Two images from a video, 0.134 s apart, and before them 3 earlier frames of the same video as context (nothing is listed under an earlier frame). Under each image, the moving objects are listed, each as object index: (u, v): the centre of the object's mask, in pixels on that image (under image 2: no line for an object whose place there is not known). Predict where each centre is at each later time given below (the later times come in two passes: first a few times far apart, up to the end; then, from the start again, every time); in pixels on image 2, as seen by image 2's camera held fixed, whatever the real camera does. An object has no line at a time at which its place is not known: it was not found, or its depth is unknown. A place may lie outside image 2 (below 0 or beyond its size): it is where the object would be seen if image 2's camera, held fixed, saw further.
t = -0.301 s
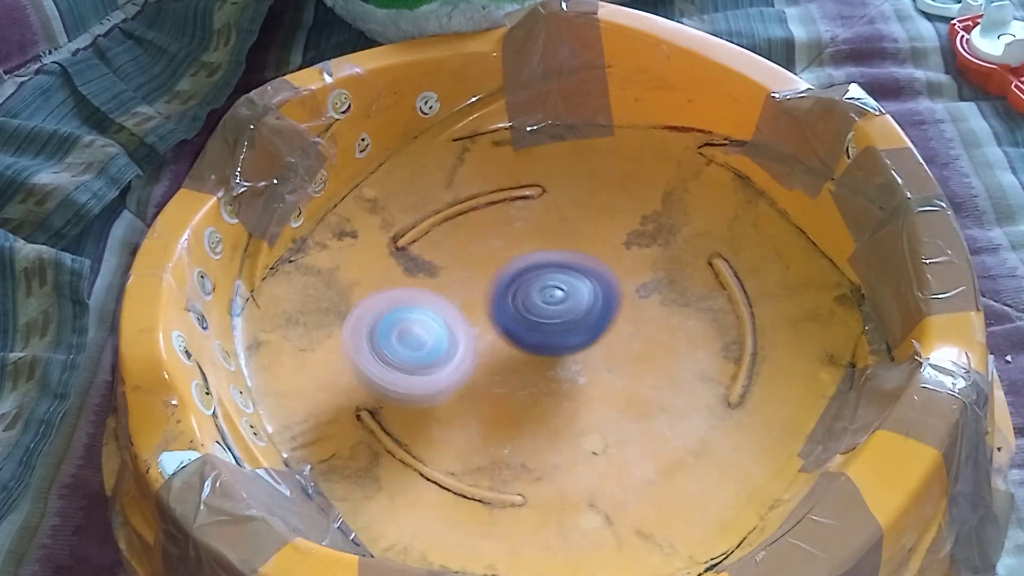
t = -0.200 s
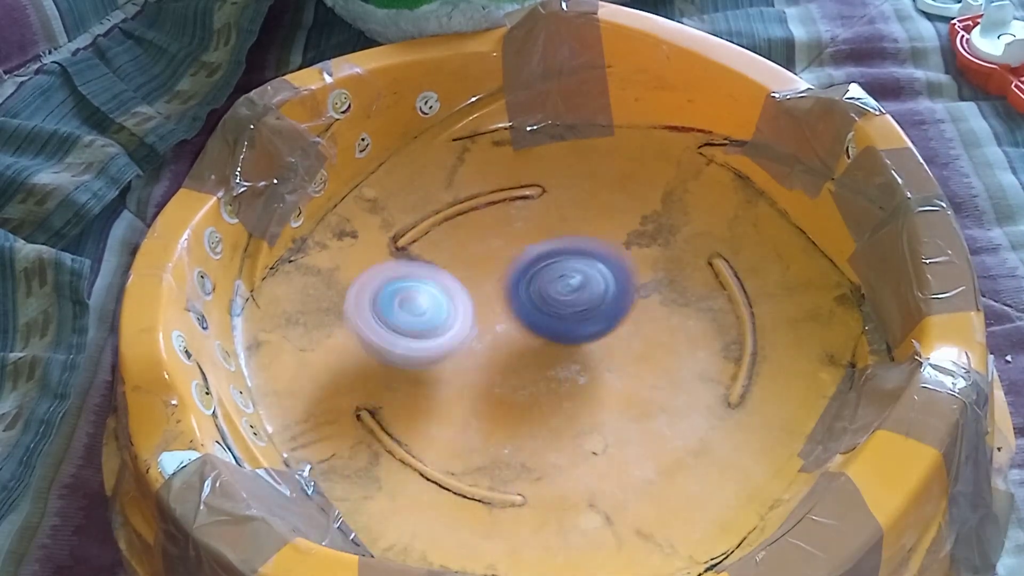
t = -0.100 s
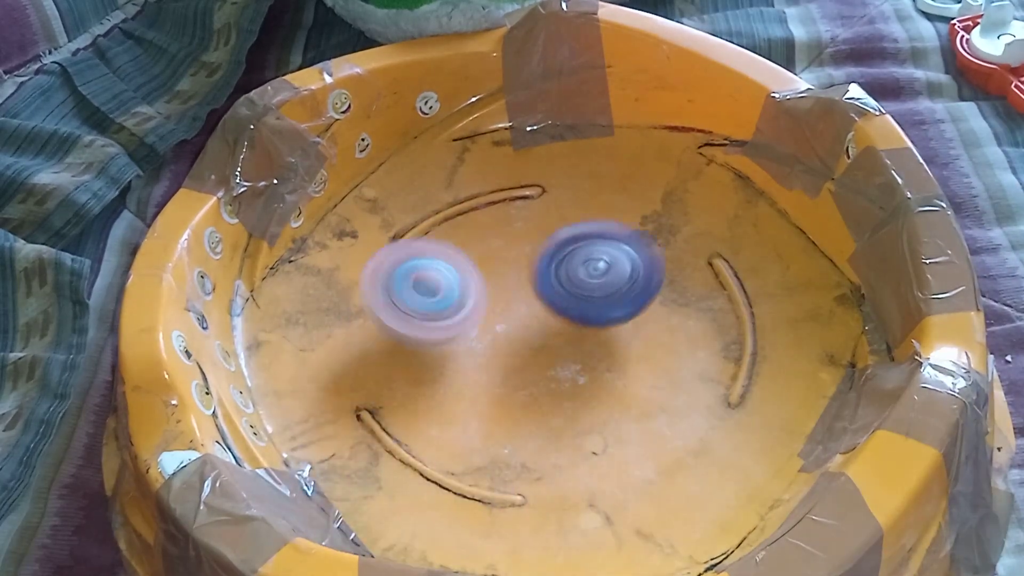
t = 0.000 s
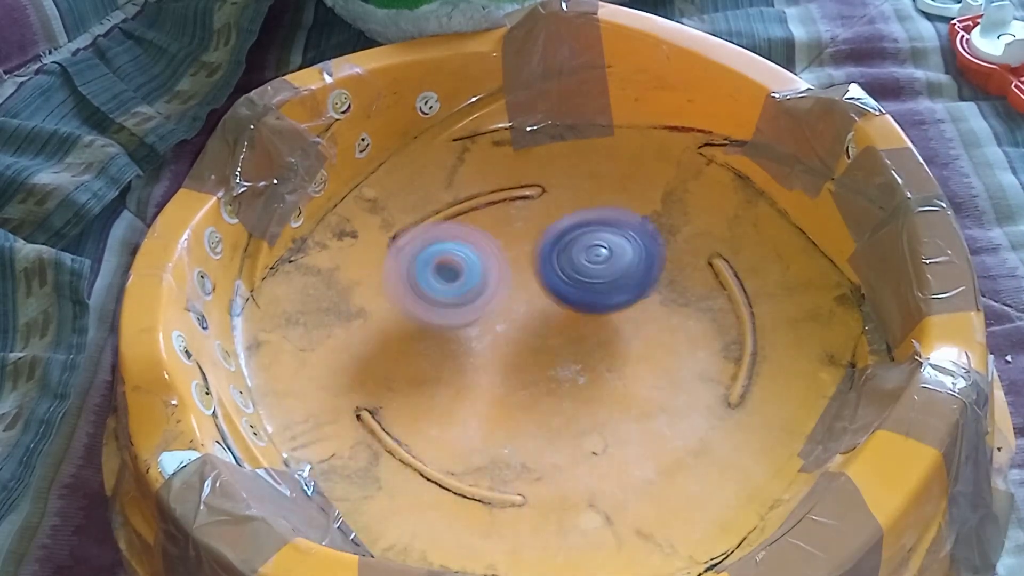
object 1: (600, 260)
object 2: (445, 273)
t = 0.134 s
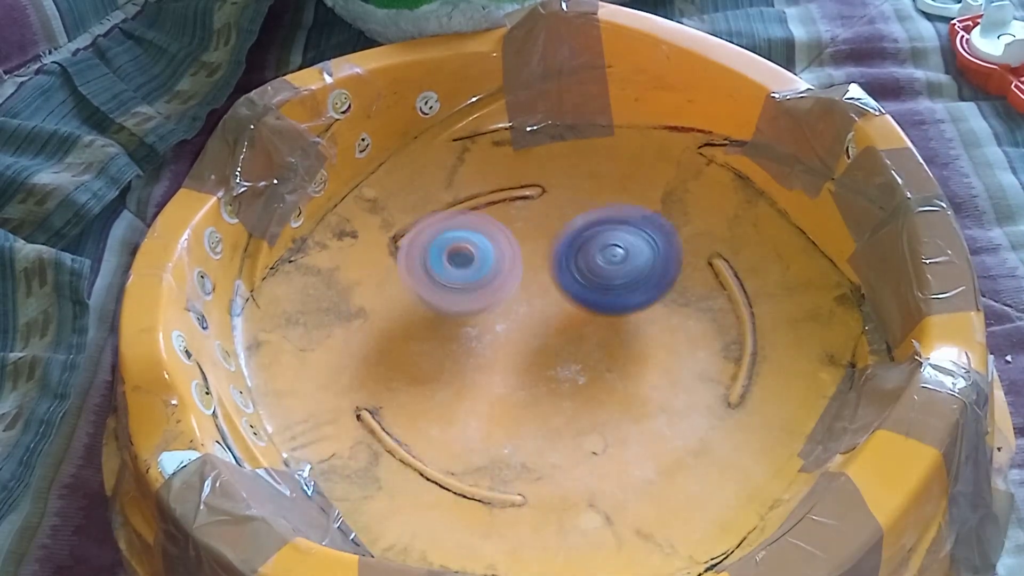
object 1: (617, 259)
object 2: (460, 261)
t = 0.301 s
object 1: (651, 274)
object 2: (487, 269)
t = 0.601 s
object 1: (719, 347)
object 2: (527, 298)
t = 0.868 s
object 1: (681, 389)
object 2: (500, 315)
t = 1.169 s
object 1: (554, 464)
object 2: (473, 322)
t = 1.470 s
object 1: (431, 461)
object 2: (476, 323)
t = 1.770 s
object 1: (373, 391)
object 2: (558, 314)
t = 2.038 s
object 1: (359, 352)
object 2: (729, 295)
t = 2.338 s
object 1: (483, 320)
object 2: (663, 364)
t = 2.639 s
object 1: (601, 283)
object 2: (507, 470)
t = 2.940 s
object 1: (654, 305)
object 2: (411, 426)
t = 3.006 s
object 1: (652, 317)
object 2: (409, 397)
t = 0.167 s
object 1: (625, 261)
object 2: (463, 262)
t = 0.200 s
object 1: (633, 263)
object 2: (467, 262)
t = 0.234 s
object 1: (639, 266)
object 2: (473, 264)
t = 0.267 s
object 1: (645, 269)
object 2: (479, 266)
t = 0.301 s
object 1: (651, 274)
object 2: (487, 269)
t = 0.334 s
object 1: (656, 280)
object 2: (495, 274)
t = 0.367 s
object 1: (661, 285)
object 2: (503, 279)
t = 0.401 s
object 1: (665, 292)
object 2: (512, 282)
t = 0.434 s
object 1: (669, 298)
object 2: (521, 287)
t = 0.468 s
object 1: (669, 306)
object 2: (530, 292)
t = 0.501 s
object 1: (673, 317)
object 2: (535, 295)
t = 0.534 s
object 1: (694, 330)
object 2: (529, 295)
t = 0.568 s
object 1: (710, 345)
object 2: (528, 296)
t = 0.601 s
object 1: (719, 347)
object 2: (527, 298)
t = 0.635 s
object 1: (715, 342)
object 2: (526, 299)
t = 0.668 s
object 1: (709, 335)
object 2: (524, 302)
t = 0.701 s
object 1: (703, 334)
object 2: (521, 305)
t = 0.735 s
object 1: (700, 341)
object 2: (519, 307)
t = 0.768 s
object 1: (698, 351)
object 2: (514, 310)
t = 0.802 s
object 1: (693, 364)
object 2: (510, 311)
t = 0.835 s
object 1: (688, 376)
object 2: (506, 313)
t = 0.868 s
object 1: (681, 389)
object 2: (500, 315)
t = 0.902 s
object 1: (669, 400)
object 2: (496, 316)
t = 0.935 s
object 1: (658, 409)
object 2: (490, 318)
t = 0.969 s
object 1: (647, 419)
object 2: (486, 319)
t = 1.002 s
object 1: (632, 428)
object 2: (482, 320)
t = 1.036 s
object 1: (618, 438)
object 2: (478, 320)
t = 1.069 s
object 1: (603, 447)
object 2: (475, 321)
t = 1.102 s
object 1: (588, 453)
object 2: (473, 321)
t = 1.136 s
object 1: (572, 460)
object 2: (472, 321)
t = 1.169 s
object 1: (554, 464)
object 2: (473, 322)
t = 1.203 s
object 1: (538, 467)
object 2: (473, 322)
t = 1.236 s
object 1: (523, 469)
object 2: (473, 322)
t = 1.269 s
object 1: (504, 471)
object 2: (473, 323)
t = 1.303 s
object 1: (487, 471)
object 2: (473, 323)
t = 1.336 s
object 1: (471, 469)
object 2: (473, 323)
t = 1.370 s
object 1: (458, 469)
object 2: (473, 323)
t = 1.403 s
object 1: (445, 468)
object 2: (474, 323)
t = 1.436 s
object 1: (437, 465)
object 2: (475, 323)
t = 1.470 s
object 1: (431, 461)
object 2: (476, 323)
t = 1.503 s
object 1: (426, 456)
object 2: (479, 323)
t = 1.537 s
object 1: (422, 449)
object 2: (482, 322)
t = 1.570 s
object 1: (420, 439)
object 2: (487, 322)
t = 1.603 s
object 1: (420, 430)
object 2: (491, 323)
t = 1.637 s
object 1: (413, 420)
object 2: (495, 323)
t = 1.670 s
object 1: (402, 411)
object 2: (500, 324)
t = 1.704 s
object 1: (398, 400)
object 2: (505, 324)
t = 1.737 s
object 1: (395, 394)
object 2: (518, 325)
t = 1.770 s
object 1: (373, 391)
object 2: (558, 314)
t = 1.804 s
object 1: (359, 386)
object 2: (591, 305)
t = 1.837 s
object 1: (351, 382)
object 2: (618, 301)
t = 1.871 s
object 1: (344, 378)
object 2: (641, 298)
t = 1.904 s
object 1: (341, 373)
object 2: (663, 295)
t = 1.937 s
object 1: (340, 368)
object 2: (687, 295)
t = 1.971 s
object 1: (344, 363)
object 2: (706, 297)
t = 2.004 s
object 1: (350, 358)
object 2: (723, 298)
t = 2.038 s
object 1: (359, 352)
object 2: (729, 295)
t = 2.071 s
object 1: (368, 348)
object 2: (725, 294)
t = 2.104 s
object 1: (378, 343)
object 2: (714, 291)
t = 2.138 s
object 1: (391, 338)
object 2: (706, 291)
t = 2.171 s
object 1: (404, 334)
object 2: (700, 297)
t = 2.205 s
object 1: (418, 331)
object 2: (695, 308)
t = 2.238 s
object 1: (433, 327)
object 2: (691, 321)
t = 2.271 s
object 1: (451, 324)
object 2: (683, 338)
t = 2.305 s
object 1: (468, 321)
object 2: (674, 352)
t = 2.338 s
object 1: (483, 320)
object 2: (663, 364)
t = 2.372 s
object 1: (501, 319)
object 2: (651, 376)
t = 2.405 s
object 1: (517, 315)
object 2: (630, 388)
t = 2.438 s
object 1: (533, 308)
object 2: (617, 402)
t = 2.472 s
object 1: (546, 298)
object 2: (605, 423)
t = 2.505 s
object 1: (559, 295)
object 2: (585, 437)
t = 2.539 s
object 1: (568, 291)
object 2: (565, 449)
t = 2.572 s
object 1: (580, 286)
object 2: (547, 457)
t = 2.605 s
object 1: (590, 285)
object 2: (528, 464)
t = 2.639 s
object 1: (601, 283)
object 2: (507, 470)
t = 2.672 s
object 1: (610, 282)
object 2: (483, 474)
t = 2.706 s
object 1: (620, 282)
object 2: (460, 475)
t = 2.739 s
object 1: (627, 283)
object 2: (447, 474)
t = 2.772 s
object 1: (635, 284)
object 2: (439, 470)
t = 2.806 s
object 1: (642, 287)
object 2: (430, 465)
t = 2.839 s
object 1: (647, 289)
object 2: (424, 458)
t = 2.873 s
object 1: (651, 294)
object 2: (417, 449)
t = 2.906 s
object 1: (654, 299)
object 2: (414, 439)
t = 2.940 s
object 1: (654, 305)
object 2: (411, 426)
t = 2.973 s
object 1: (655, 310)
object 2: (410, 412)
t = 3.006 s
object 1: (652, 317)
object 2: (409, 397)
